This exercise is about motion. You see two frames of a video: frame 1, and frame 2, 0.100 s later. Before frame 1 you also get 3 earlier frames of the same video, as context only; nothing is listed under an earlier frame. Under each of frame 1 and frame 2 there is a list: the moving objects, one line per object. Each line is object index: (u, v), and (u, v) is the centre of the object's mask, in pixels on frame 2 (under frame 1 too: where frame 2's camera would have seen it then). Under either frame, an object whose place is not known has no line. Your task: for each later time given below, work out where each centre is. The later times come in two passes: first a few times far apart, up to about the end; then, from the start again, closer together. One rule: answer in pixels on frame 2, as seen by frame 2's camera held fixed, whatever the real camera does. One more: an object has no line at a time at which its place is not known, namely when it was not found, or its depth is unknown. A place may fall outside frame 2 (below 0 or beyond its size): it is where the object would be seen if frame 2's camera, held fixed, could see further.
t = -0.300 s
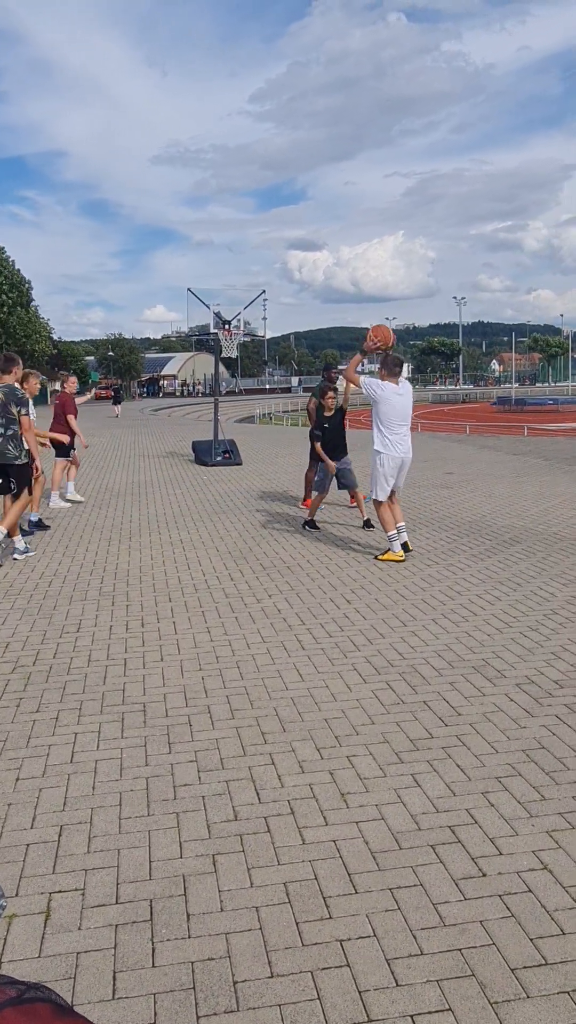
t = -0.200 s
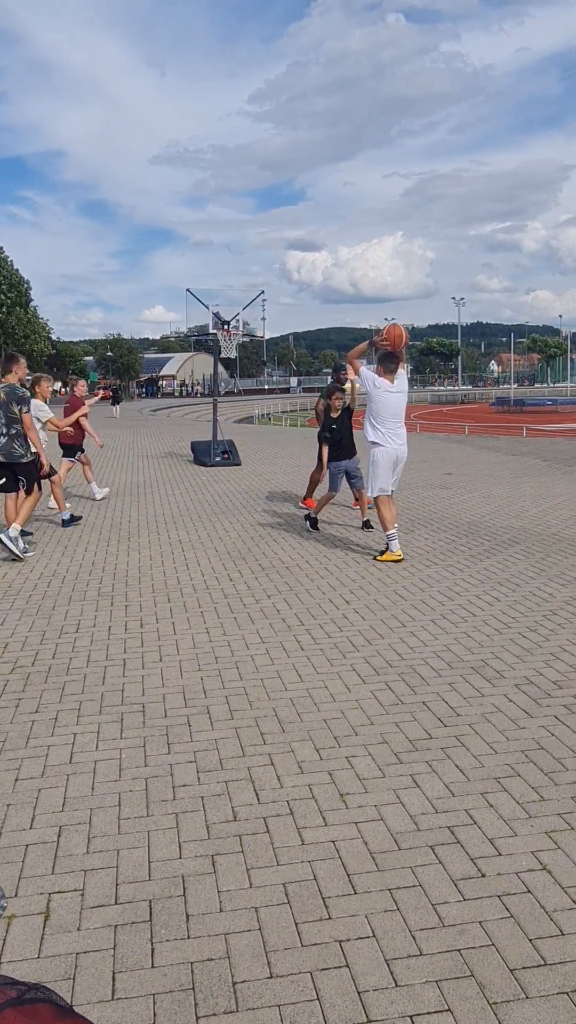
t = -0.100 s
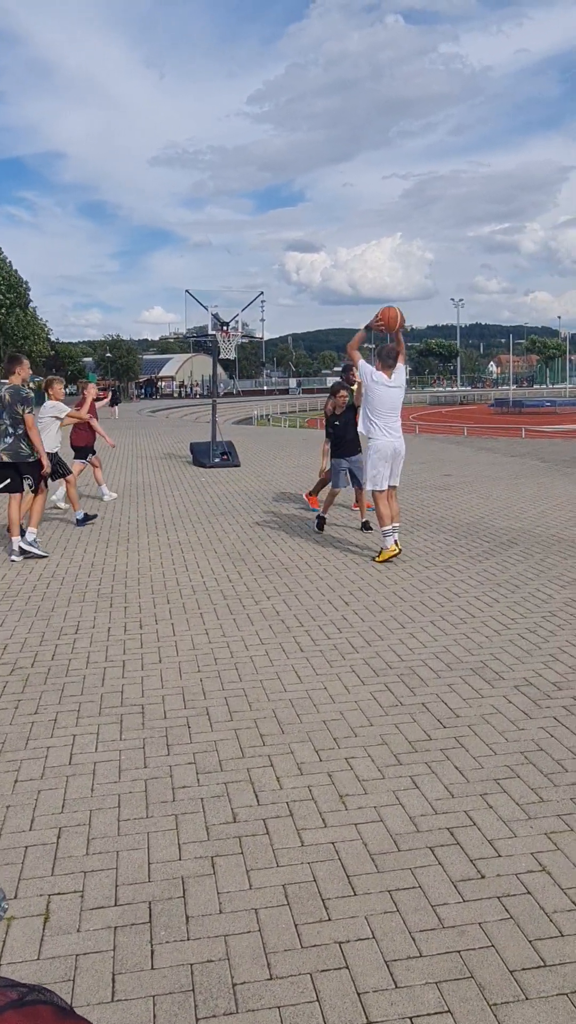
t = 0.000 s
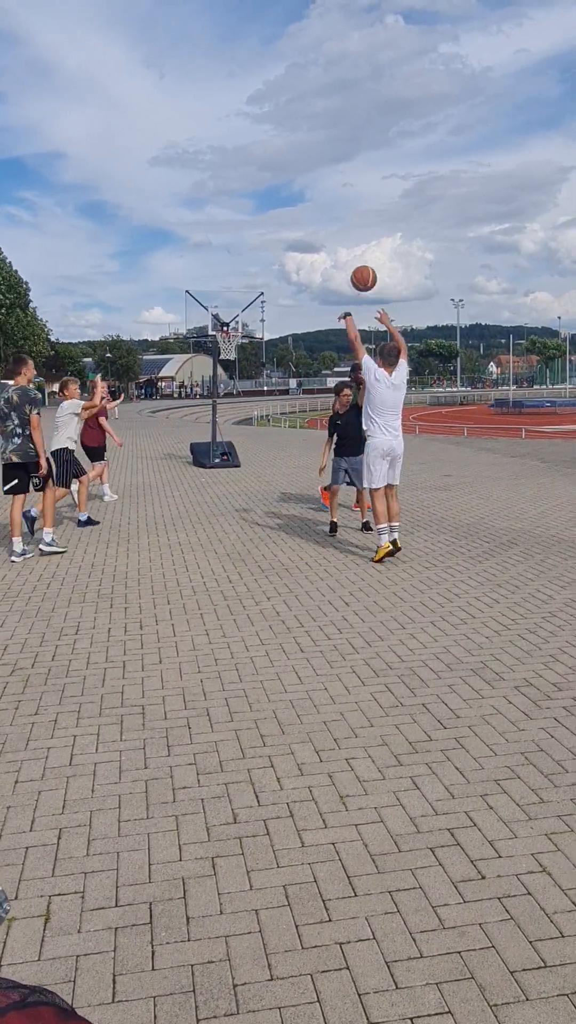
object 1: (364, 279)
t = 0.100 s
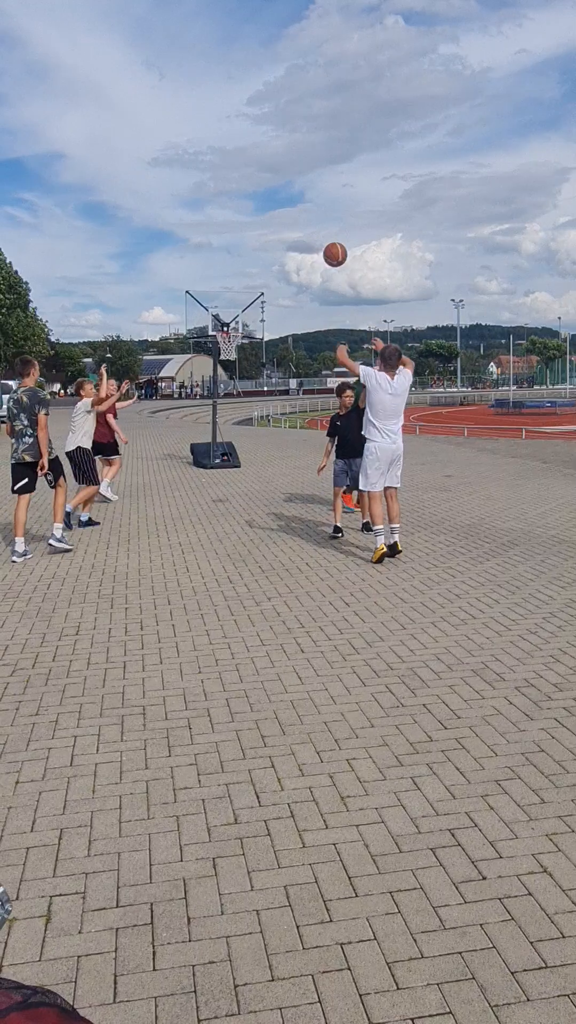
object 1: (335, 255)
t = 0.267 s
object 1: (295, 244)
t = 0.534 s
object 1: (244, 277)
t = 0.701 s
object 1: (218, 319)
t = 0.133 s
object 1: (326, 250)
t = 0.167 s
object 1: (318, 246)
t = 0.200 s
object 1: (310, 244)
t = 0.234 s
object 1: (302, 244)
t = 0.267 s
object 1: (295, 244)
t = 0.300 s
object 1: (287, 245)
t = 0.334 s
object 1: (280, 247)
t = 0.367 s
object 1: (274, 250)
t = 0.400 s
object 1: (267, 255)
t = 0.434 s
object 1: (261, 259)
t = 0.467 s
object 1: (255, 265)
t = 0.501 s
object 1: (249, 271)
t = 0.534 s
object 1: (244, 277)
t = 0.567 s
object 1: (238, 284)
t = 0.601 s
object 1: (233, 292)
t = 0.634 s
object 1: (228, 300)
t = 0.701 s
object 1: (218, 319)
